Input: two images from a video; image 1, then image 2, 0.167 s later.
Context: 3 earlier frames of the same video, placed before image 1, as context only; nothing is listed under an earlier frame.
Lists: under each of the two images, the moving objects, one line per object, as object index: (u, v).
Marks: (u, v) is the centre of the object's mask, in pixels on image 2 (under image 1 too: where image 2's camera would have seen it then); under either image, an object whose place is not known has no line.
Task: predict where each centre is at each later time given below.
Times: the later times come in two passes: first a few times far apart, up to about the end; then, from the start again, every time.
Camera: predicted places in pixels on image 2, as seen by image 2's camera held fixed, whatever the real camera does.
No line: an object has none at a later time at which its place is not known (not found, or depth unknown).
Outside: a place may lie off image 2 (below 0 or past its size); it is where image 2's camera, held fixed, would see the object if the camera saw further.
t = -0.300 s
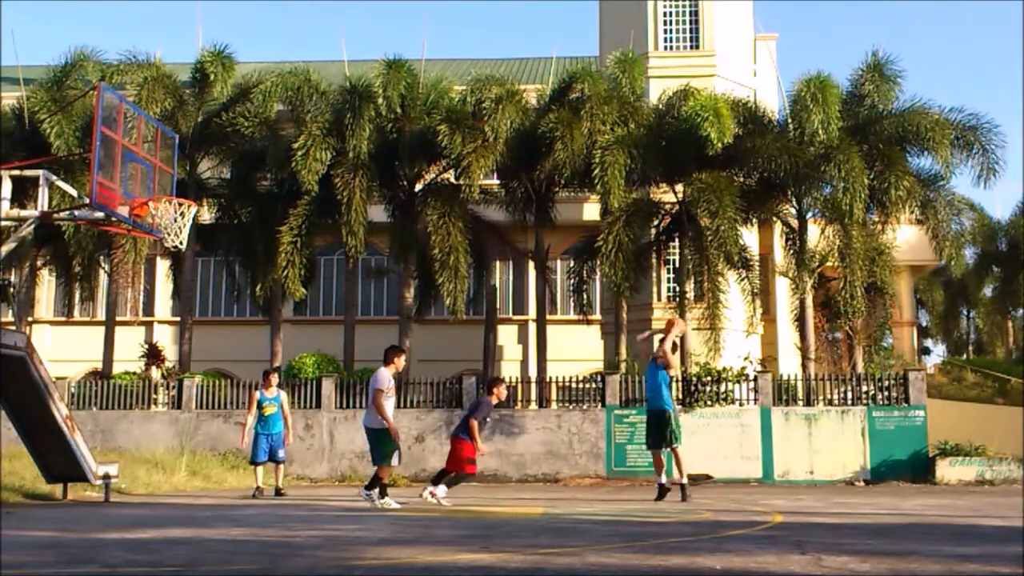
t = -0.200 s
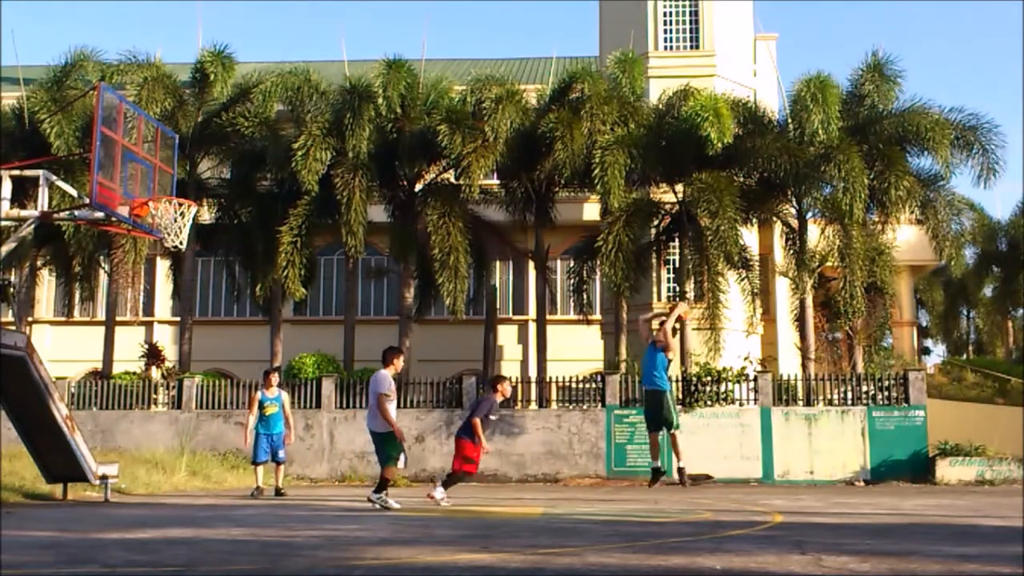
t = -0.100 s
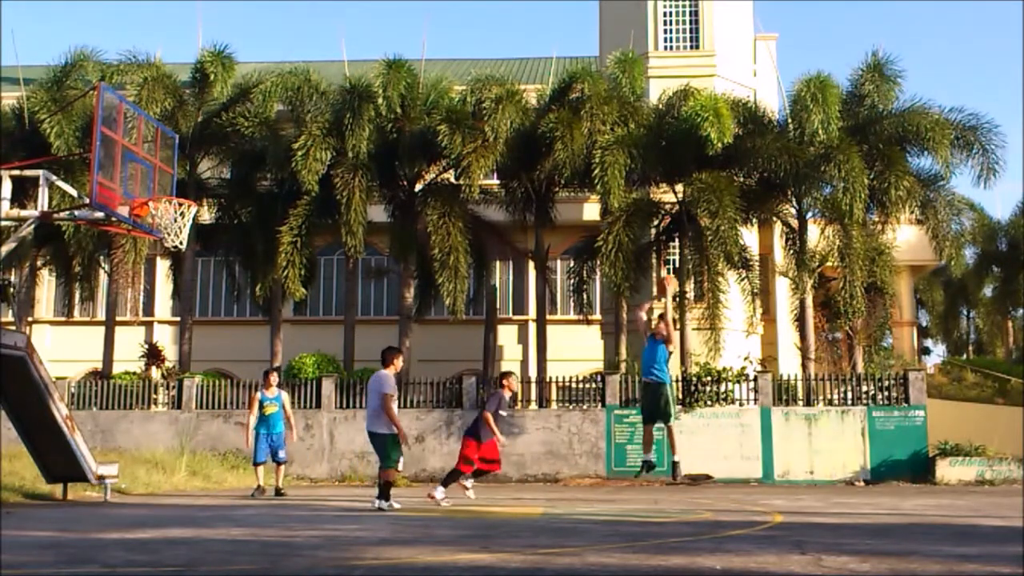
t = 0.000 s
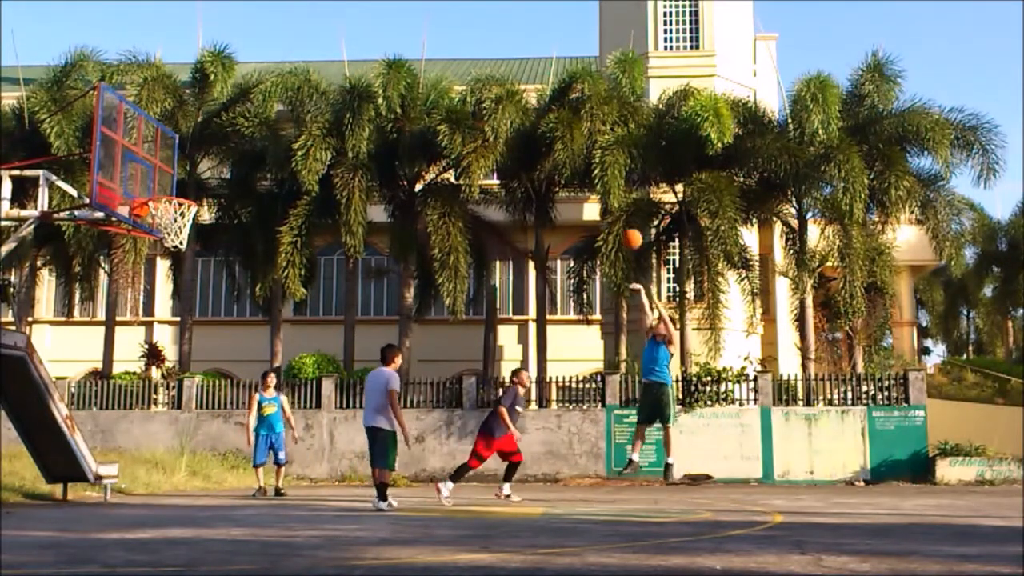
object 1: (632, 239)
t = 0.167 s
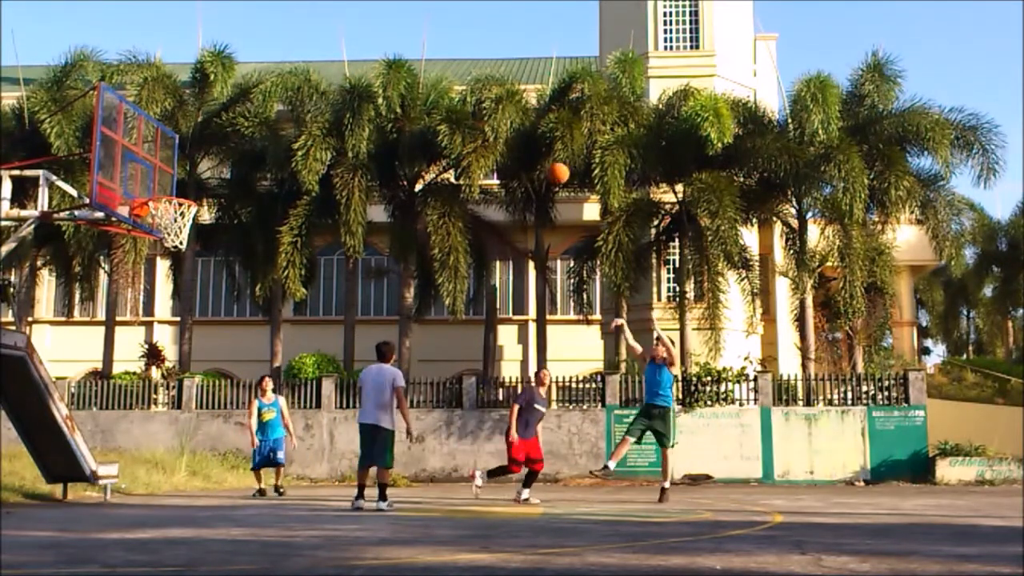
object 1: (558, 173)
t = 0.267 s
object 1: (514, 144)
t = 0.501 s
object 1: (409, 109)
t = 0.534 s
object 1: (393, 108)
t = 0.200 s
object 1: (543, 163)
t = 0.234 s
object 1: (529, 154)
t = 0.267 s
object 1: (514, 144)
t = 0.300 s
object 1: (499, 137)
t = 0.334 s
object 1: (485, 130)
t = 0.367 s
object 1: (470, 124)
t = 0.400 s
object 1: (454, 119)
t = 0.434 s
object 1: (439, 114)
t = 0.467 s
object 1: (424, 112)
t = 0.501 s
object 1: (409, 109)
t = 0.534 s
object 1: (393, 108)
